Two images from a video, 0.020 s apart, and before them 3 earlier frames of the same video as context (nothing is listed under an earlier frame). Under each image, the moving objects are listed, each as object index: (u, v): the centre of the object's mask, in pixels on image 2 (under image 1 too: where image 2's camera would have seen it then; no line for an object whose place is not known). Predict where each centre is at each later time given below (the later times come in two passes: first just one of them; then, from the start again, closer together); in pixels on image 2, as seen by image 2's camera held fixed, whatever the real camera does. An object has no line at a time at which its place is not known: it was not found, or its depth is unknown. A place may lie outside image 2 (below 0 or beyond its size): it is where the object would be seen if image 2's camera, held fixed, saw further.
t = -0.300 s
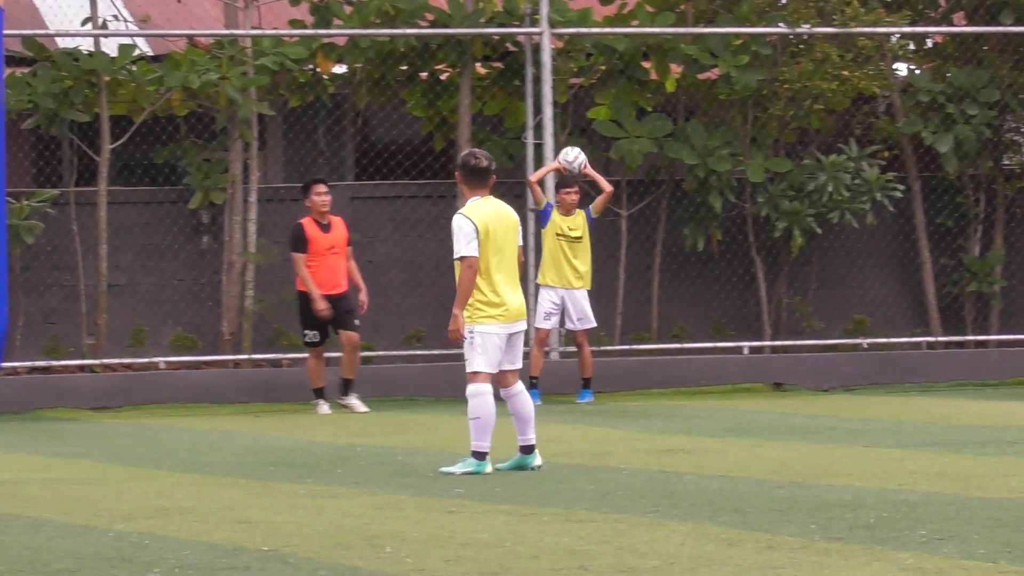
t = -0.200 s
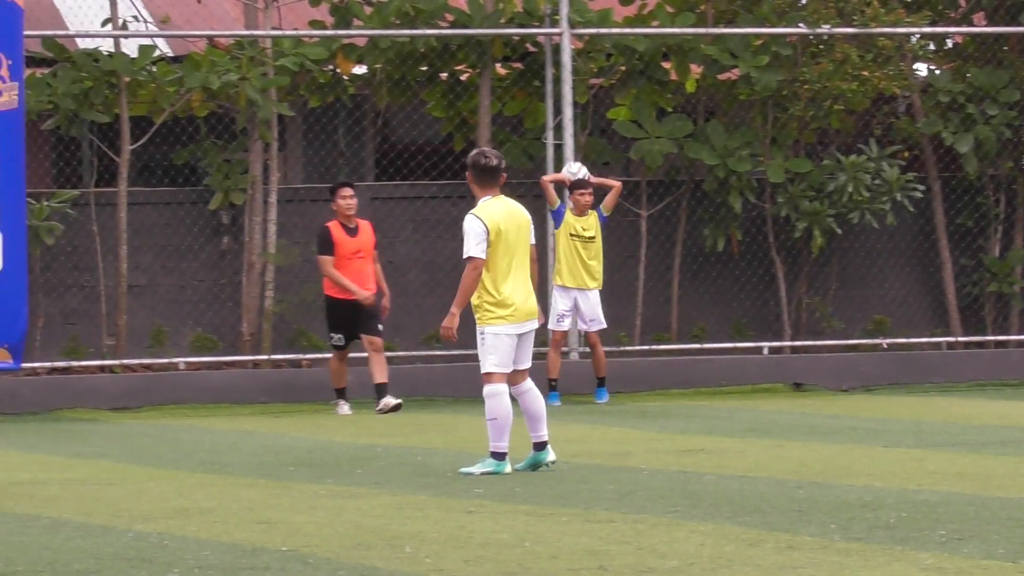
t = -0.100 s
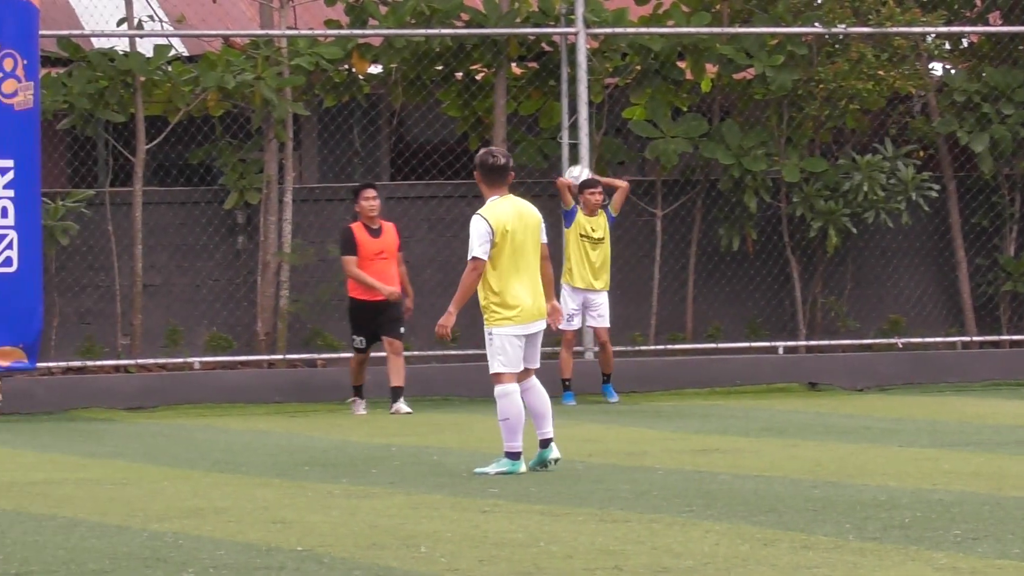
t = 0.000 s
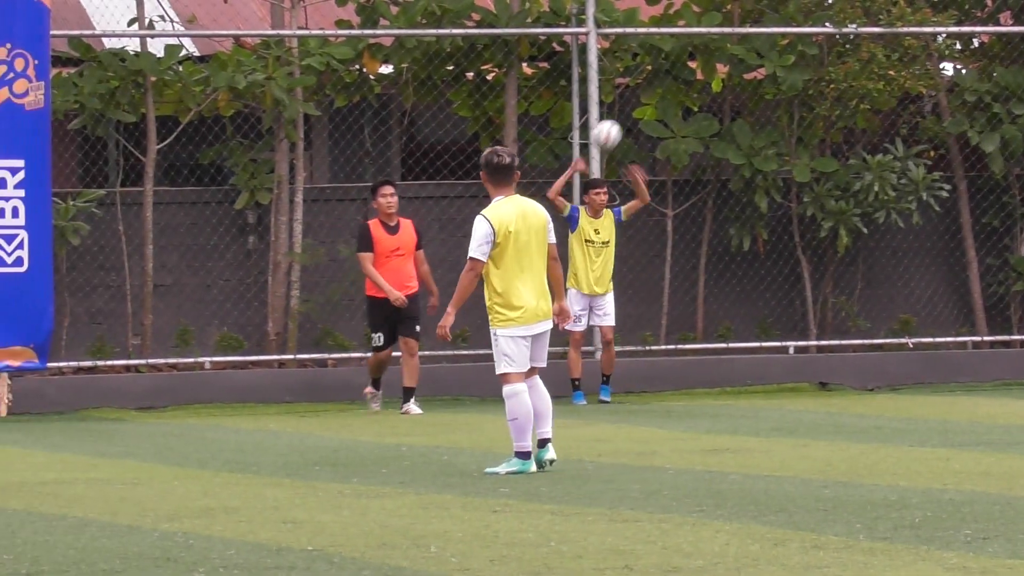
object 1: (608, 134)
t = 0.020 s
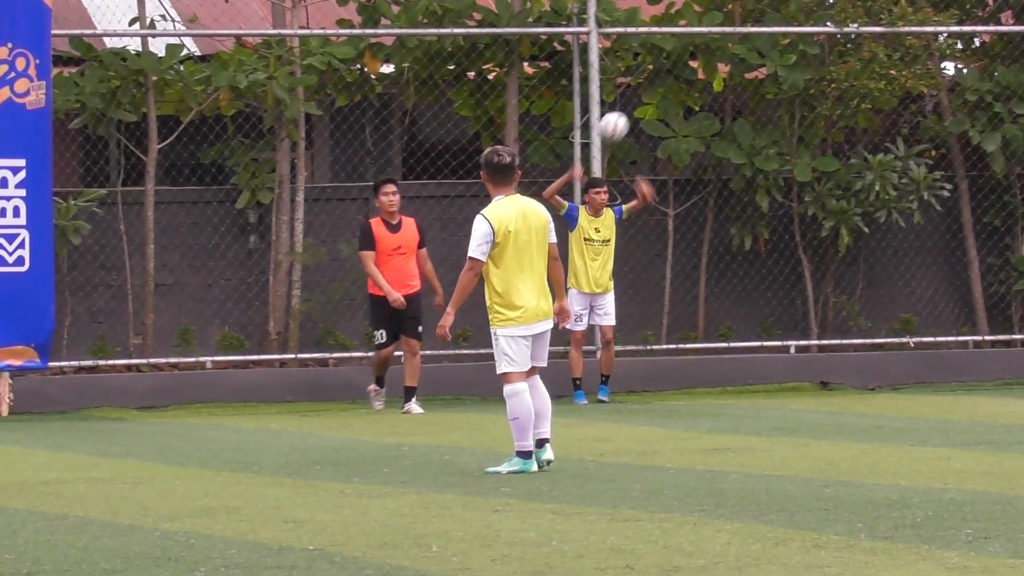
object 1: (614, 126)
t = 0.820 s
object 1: (876, 270)
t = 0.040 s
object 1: (618, 120)
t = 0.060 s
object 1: (625, 113)
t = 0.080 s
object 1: (631, 108)
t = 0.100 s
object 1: (637, 102)
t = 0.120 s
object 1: (643, 97)
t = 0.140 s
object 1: (649, 92)
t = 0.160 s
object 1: (655, 88)
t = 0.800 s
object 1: (871, 254)
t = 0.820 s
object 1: (876, 270)
